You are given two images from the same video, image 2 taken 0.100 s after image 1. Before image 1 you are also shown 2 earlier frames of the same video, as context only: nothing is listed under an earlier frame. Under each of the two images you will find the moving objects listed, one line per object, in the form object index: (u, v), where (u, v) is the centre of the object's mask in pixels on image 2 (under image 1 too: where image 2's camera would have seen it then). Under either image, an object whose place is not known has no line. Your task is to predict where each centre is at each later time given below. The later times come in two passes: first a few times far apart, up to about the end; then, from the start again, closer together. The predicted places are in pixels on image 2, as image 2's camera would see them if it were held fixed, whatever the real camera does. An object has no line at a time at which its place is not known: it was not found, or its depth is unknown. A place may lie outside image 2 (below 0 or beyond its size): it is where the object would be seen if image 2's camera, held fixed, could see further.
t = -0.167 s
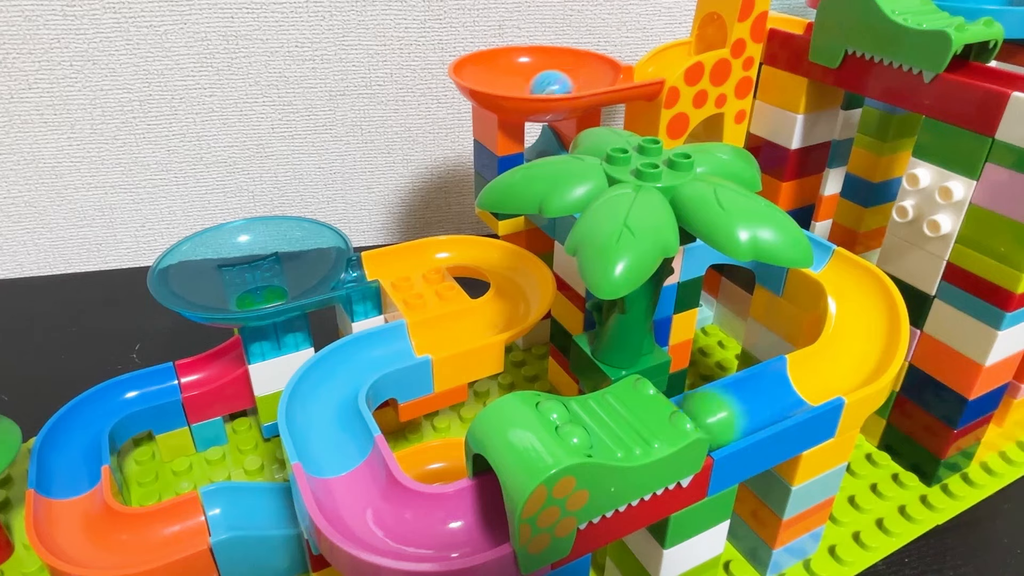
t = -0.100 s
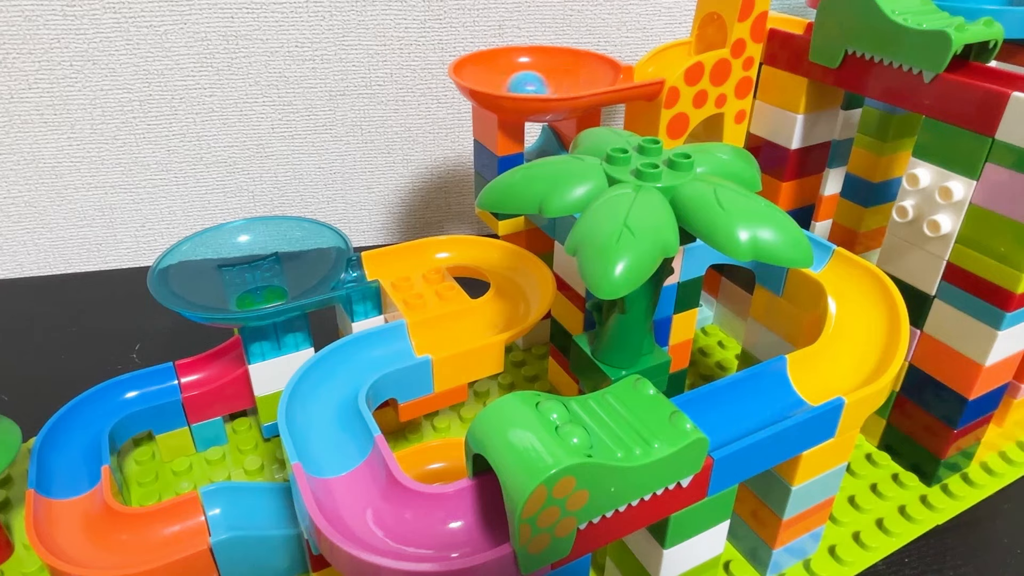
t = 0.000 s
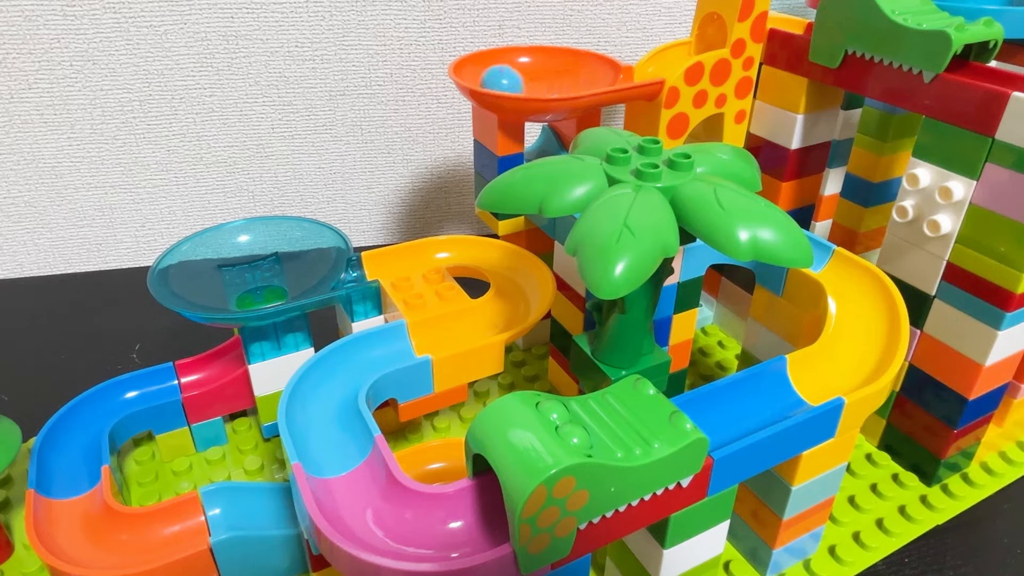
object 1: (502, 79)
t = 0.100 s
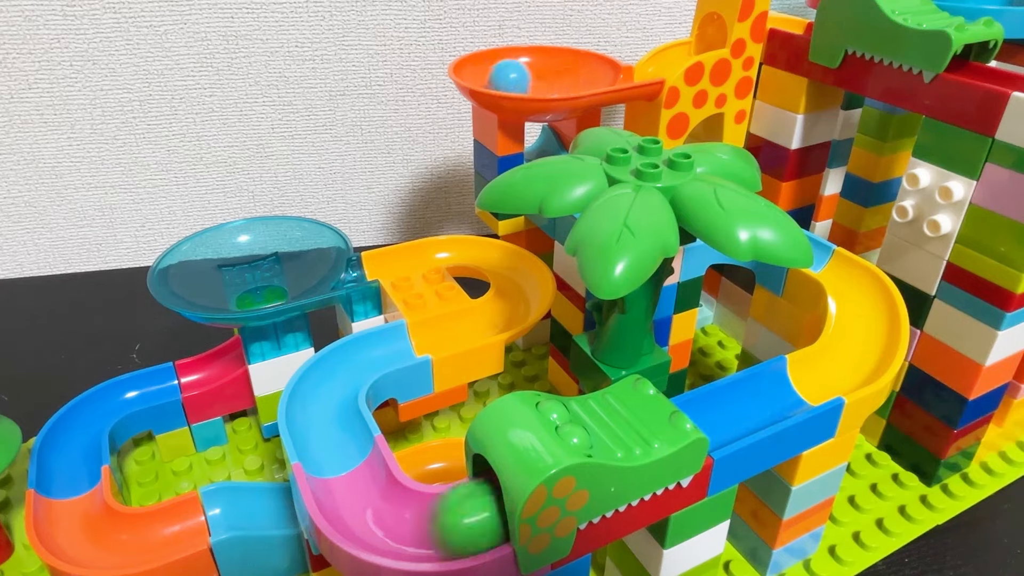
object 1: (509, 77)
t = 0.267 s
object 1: (557, 75)
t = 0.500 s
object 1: (539, 84)
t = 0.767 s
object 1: (520, 77)
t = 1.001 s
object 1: (565, 79)
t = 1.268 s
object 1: (505, 80)
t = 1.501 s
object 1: (546, 76)
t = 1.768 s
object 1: (543, 84)
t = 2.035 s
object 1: (513, 78)
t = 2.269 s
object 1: (562, 78)
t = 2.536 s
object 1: (518, 83)
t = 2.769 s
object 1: (529, 78)
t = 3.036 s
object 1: (558, 82)
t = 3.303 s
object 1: (505, 76)
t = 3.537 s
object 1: (529, 84)
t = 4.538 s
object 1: (829, 255)
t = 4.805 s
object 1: (871, 326)
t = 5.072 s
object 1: (706, 418)
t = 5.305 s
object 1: (474, 516)
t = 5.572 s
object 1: (322, 423)
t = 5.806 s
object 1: (414, 336)
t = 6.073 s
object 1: (523, 290)
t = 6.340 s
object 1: (455, 247)
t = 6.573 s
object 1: (368, 264)
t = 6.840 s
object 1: (268, 289)
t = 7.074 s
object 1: (222, 254)
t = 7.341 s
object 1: (291, 282)
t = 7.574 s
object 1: (211, 260)
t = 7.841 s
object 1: (286, 282)
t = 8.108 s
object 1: (228, 275)
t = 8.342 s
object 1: (265, 268)
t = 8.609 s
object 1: (236, 292)
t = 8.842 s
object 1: (289, 259)
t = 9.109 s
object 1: (241, 277)
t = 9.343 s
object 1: (257, 274)
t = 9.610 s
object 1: (196, 370)
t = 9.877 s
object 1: (67, 485)
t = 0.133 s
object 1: (517, 76)
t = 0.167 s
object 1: (527, 76)
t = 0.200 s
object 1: (538, 75)
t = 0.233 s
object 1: (548, 75)
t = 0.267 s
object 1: (557, 75)
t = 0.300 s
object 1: (564, 76)
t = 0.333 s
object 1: (567, 77)
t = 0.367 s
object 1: (567, 79)
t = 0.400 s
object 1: (564, 80)
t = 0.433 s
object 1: (559, 82)
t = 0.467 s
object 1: (550, 83)
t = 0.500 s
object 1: (539, 84)
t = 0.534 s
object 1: (528, 84)
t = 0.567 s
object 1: (518, 83)
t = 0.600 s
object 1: (509, 81)
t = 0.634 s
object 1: (505, 80)
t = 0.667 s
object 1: (503, 79)
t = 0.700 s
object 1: (505, 78)
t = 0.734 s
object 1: (511, 78)
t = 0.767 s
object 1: (520, 77)
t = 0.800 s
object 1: (529, 77)
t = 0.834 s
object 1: (540, 76)
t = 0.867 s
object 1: (549, 75)
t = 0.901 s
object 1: (558, 75)
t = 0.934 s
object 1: (563, 76)
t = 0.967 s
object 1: (566, 77)
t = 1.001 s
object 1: (565, 79)
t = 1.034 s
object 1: (562, 81)
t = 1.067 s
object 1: (556, 82)
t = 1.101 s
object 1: (547, 83)
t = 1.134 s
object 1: (537, 84)
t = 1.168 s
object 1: (527, 84)
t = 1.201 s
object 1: (517, 83)
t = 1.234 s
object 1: (509, 81)
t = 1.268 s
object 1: (505, 80)
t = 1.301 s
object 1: (505, 80)
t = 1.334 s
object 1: (507, 79)
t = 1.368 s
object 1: (512, 78)
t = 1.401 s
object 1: (520, 77)
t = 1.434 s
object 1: (528, 77)
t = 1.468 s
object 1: (537, 76)
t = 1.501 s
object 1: (546, 76)
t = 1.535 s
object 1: (554, 76)
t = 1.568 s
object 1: (560, 76)
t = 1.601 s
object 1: (563, 78)
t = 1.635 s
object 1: (564, 79)
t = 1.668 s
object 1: (562, 80)
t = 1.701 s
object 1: (558, 82)
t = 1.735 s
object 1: (551, 83)
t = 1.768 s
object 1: (543, 84)
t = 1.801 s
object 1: (533, 84)
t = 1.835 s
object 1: (524, 83)
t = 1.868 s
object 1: (517, 82)
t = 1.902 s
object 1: (510, 81)
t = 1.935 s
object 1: (507, 80)
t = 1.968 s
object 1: (506, 80)
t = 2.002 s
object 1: (509, 79)
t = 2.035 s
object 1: (513, 78)
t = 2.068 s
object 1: (520, 78)
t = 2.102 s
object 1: (528, 77)
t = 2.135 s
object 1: (537, 77)
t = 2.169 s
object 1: (545, 76)
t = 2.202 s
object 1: (553, 76)
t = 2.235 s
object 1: (559, 77)
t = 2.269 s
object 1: (562, 78)
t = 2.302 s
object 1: (563, 79)
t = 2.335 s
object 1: (562, 80)
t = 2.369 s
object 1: (558, 82)
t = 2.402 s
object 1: (552, 83)
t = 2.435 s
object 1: (544, 84)
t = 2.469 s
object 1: (535, 84)
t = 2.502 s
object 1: (527, 84)
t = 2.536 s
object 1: (518, 83)
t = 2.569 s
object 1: (512, 82)
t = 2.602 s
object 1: (508, 81)
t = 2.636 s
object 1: (507, 80)
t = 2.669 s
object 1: (509, 80)
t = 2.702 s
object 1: (514, 79)
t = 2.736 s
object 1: (520, 79)
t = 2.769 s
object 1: (529, 78)
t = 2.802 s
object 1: (539, 78)
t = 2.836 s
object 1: (548, 78)
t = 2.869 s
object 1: (556, 79)
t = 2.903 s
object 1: (561, 79)
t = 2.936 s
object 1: (564, 80)
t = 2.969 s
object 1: (565, 80)
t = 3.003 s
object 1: (563, 81)
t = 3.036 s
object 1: (558, 82)
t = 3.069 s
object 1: (551, 83)
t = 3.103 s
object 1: (541, 83)
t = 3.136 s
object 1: (531, 83)
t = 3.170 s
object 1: (522, 82)
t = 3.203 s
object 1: (515, 81)
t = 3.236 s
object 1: (509, 79)
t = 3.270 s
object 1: (505, 77)
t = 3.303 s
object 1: (505, 76)
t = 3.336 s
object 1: (508, 76)
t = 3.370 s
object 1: (513, 77)
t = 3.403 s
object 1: (521, 77)
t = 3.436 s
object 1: (531, 80)
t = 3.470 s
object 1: (541, 83)
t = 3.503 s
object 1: (537, 85)
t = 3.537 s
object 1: (529, 84)
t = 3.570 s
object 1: (533, 84)
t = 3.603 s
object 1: (538, 88)
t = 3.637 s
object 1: (535, 88)
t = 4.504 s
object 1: (824, 251)
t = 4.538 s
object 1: (829, 255)
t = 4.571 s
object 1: (834, 259)
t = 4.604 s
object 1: (839, 263)
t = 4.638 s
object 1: (845, 268)
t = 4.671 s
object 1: (851, 273)
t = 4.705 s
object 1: (858, 280)
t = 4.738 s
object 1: (864, 290)
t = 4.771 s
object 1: (870, 304)
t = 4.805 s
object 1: (871, 326)
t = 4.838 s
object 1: (860, 353)
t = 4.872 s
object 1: (833, 370)
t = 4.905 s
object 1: (811, 374)
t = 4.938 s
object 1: (792, 383)
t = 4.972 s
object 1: (769, 393)
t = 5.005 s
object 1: (744, 405)
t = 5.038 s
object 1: (720, 415)
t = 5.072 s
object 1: (706, 418)
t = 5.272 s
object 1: (490, 509)
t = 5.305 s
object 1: (474, 516)
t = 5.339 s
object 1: (445, 524)
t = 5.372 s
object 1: (408, 523)
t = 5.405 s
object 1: (379, 514)
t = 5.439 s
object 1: (360, 498)
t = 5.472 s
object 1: (348, 476)
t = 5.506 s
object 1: (342, 456)
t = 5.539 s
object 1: (332, 443)
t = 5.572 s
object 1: (322, 423)
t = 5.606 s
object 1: (320, 406)
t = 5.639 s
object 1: (325, 390)
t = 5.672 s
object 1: (338, 372)
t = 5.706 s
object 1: (353, 360)
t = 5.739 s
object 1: (375, 352)
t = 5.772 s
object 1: (394, 342)
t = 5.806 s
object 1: (414, 336)
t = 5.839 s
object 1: (435, 331)
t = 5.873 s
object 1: (453, 326)
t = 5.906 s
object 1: (470, 321)
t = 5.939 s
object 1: (488, 315)
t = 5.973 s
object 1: (502, 310)
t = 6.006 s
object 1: (512, 304)
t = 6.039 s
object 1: (520, 298)
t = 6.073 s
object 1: (523, 290)
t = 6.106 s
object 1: (524, 282)
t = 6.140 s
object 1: (521, 274)
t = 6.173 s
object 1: (513, 267)
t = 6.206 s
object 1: (505, 260)
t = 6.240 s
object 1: (495, 254)
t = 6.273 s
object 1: (482, 250)
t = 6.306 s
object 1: (469, 247)
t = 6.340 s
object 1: (455, 247)
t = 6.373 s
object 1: (442, 248)
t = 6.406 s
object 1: (430, 250)
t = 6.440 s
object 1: (418, 252)
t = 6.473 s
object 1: (407, 256)
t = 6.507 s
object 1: (394, 259)
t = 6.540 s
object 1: (380, 262)
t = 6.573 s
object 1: (368, 264)
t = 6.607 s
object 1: (357, 266)
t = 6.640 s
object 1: (346, 268)
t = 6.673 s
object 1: (336, 271)
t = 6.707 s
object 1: (324, 273)
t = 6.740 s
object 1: (312, 277)
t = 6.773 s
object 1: (299, 280)
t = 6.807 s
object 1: (285, 284)
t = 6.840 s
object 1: (268, 289)
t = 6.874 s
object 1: (250, 289)
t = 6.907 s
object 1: (231, 285)
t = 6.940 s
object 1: (215, 277)
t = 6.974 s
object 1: (203, 263)
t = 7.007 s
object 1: (201, 251)
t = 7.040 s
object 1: (208, 249)
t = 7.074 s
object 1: (222, 254)
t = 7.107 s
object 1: (240, 262)
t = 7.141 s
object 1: (260, 266)
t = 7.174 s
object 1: (276, 271)
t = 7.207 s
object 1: (289, 274)
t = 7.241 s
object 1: (298, 276)
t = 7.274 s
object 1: (301, 277)
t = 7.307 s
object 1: (299, 279)
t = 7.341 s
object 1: (291, 282)
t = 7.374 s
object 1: (279, 285)
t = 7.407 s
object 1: (263, 288)
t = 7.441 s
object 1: (248, 287)
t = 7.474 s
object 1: (234, 284)
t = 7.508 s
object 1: (221, 278)
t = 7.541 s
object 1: (213, 269)
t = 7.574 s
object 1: (211, 260)
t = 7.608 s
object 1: (213, 257)
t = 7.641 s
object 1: (223, 257)
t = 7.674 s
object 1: (237, 260)
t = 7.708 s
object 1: (252, 264)
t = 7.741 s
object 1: (267, 270)
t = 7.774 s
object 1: (278, 275)
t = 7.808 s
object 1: (283, 279)
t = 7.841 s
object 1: (286, 282)
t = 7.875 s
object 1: (285, 284)
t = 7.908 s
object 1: (280, 286)
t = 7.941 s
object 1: (272, 288)
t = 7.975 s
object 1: (263, 290)
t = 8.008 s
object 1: (253, 290)
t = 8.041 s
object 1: (243, 288)
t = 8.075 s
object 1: (234, 283)
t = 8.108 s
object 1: (228, 275)
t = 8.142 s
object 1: (225, 267)
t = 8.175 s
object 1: (225, 260)
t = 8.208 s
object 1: (228, 256)
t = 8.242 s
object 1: (235, 255)
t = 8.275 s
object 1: (245, 257)
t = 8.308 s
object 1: (255, 261)
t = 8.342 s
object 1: (265, 268)
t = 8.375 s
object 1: (272, 276)
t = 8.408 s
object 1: (271, 282)
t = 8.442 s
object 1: (264, 287)
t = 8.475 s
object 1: (256, 290)
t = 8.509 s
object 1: (248, 292)
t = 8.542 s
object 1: (242, 293)
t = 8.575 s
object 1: (237, 293)
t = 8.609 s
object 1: (236, 292)
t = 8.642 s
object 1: (236, 288)
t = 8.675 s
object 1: (239, 284)
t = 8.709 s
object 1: (247, 277)
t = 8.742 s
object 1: (260, 269)
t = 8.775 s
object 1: (273, 265)
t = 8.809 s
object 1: (282, 261)
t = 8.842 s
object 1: (289, 259)
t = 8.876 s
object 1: (293, 260)
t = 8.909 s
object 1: (293, 263)
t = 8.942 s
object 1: (289, 269)
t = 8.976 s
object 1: (282, 274)
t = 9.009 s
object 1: (272, 281)
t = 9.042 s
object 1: (256, 287)
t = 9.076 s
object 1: (244, 283)
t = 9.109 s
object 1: (241, 277)
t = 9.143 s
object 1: (242, 272)
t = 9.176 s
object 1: (243, 269)
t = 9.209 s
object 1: (244, 267)
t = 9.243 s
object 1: (247, 266)
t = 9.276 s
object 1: (249, 267)
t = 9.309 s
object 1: (253, 268)
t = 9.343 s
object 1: (257, 274)
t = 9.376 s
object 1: (262, 285)
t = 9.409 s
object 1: (261, 290)
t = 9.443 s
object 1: (261, 292)
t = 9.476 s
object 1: (261, 296)
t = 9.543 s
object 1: (233, 350)
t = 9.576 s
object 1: (221, 359)
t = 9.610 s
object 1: (196, 370)
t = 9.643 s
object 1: (165, 379)
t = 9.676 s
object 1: (132, 387)
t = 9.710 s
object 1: (104, 398)
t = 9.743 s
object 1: (85, 414)
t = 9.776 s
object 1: (71, 435)
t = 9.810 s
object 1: (67, 452)
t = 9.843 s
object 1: (68, 470)
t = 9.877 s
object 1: (67, 485)
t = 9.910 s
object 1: (68, 503)
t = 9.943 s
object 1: (72, 523)
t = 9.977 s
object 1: (86, 535)
